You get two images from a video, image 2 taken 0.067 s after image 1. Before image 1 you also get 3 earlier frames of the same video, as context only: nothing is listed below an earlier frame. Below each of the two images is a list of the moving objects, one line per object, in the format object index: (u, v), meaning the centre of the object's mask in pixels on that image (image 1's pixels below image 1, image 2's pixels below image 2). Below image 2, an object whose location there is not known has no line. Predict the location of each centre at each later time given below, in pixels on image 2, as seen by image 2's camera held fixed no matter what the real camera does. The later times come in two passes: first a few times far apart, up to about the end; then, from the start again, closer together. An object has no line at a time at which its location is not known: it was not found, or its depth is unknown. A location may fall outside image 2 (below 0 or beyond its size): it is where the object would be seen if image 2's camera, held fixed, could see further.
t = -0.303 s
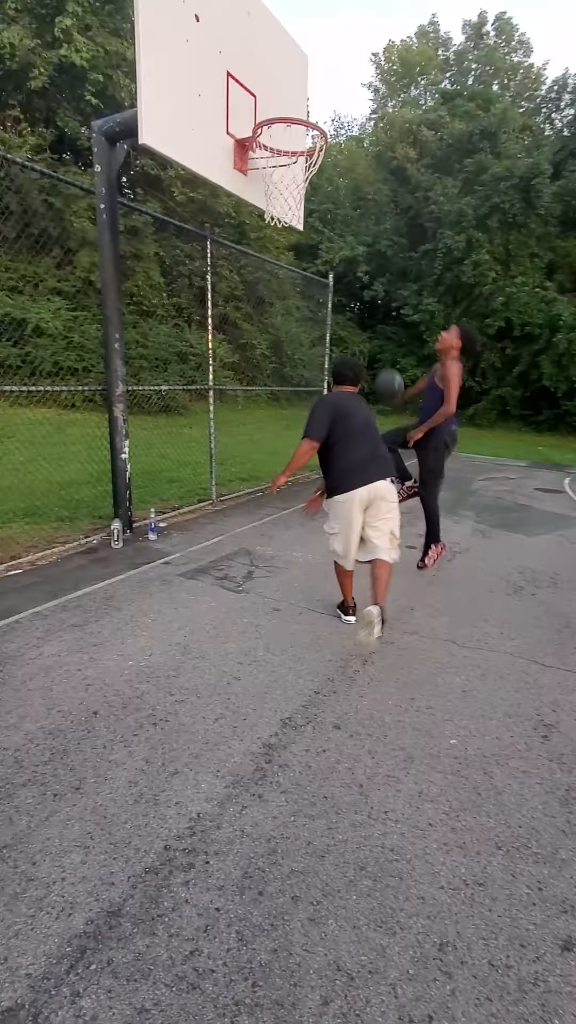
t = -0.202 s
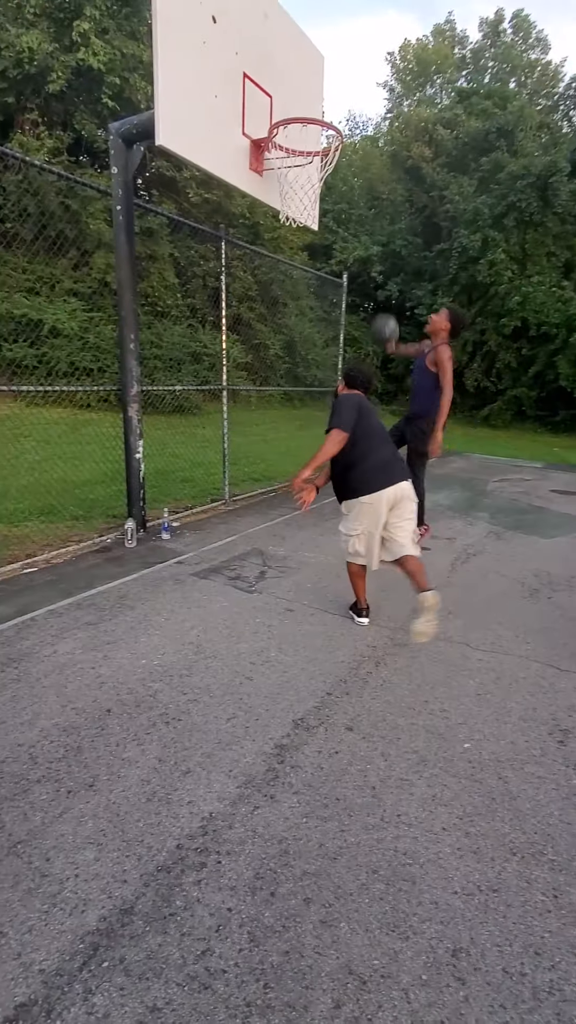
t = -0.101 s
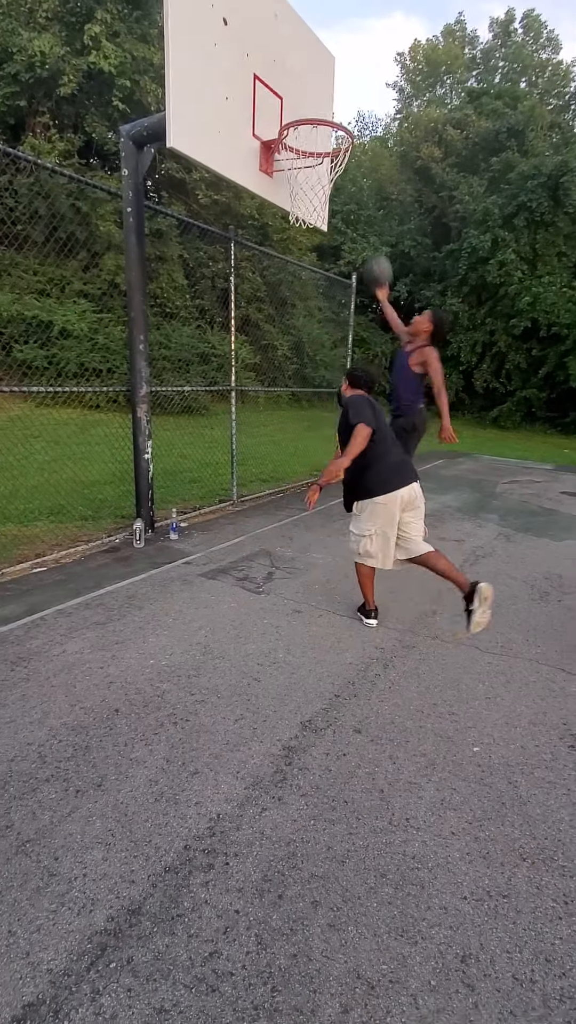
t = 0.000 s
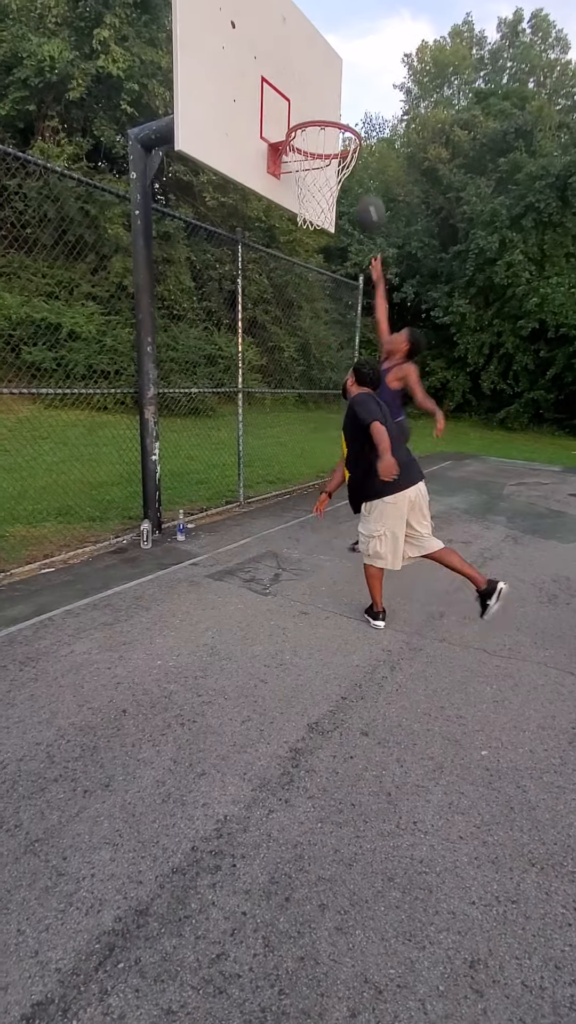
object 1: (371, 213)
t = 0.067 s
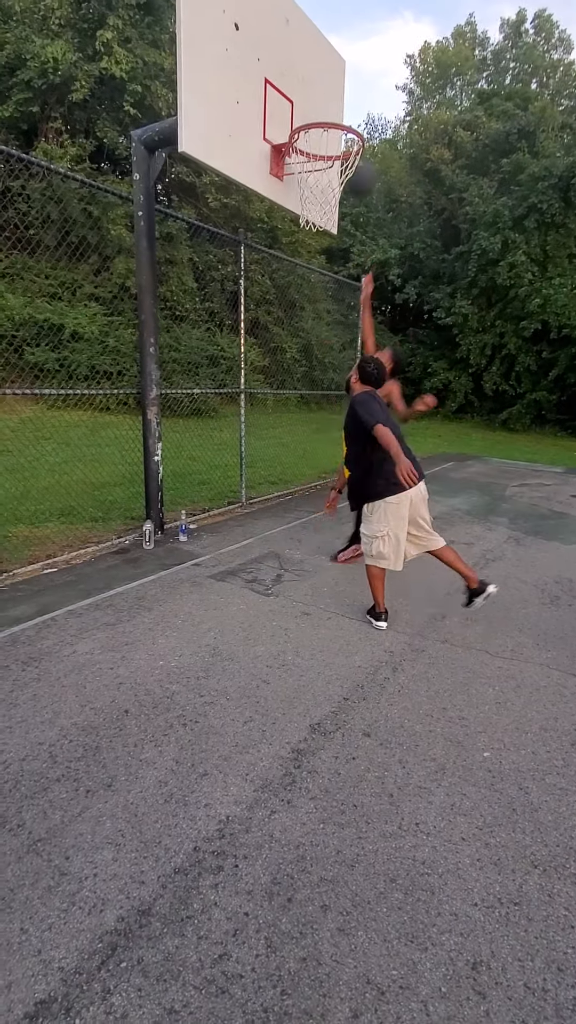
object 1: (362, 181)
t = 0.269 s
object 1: (315, 96)
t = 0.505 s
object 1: (260, 69)
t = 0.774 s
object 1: (231, 141)
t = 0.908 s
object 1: (214, 238)
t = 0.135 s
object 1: (345, 144)
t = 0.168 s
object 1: (339, 132)
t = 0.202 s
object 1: (331, 116)
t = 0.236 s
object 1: (323, 104)
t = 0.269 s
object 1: (315, 96)
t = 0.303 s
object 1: (306, 88)
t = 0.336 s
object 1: (297, 81)
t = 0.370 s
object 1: (287, 77)
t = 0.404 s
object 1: (277, 74)
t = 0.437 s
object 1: (267, 73)
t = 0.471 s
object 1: (263, 71)
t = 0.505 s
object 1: (260, 69)
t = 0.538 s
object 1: (257, 69)
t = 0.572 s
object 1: (253, 72)
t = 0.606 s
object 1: (250, 77)
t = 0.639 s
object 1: (247, 85)
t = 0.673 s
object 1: (243, 95)
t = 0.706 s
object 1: (240, 108)
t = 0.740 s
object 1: (236, 123)
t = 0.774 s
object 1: (231, 141)
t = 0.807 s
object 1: (226, 163)
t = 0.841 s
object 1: (222, 186)
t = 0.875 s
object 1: (219, 208)
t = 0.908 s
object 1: (214, 238)
